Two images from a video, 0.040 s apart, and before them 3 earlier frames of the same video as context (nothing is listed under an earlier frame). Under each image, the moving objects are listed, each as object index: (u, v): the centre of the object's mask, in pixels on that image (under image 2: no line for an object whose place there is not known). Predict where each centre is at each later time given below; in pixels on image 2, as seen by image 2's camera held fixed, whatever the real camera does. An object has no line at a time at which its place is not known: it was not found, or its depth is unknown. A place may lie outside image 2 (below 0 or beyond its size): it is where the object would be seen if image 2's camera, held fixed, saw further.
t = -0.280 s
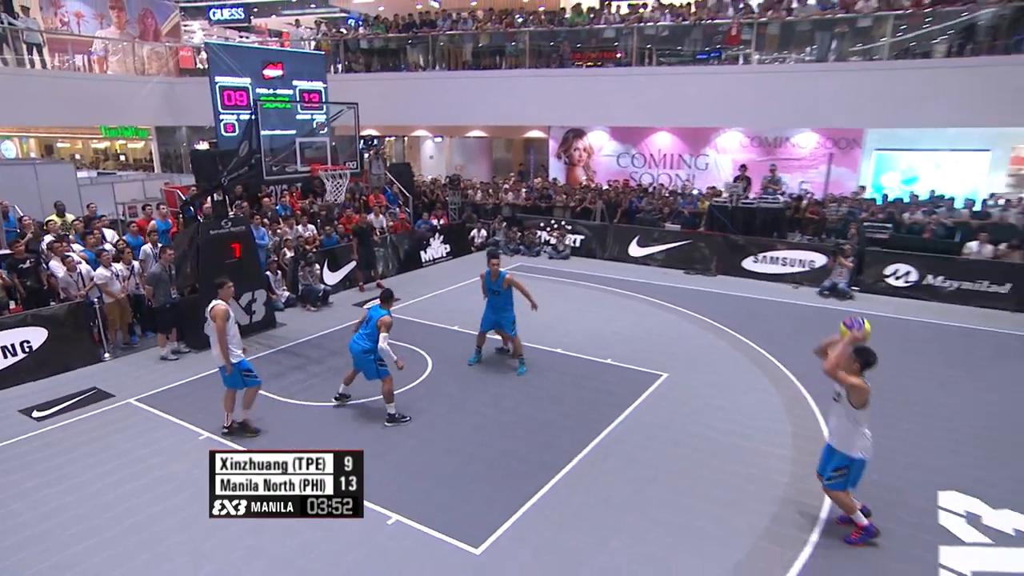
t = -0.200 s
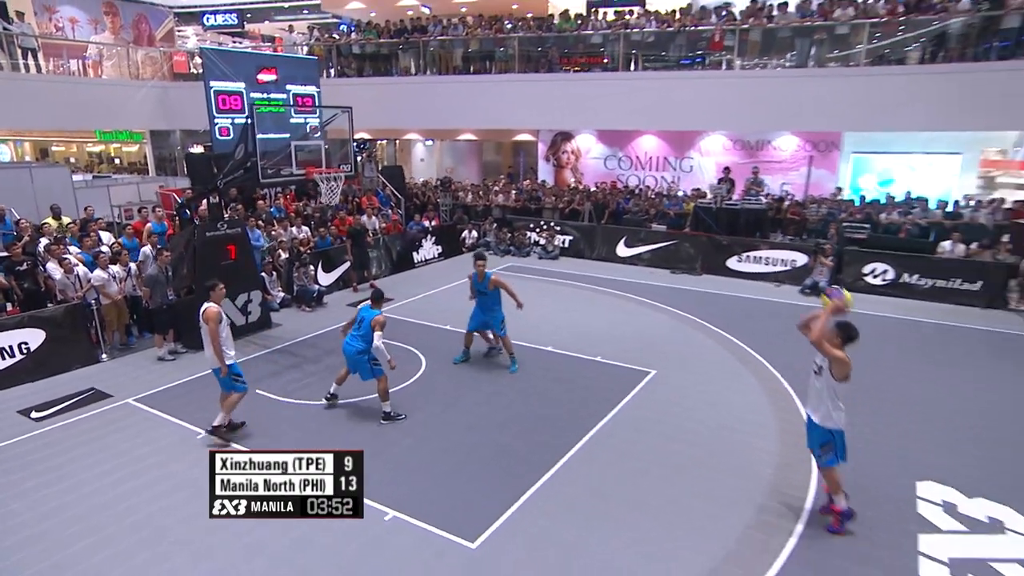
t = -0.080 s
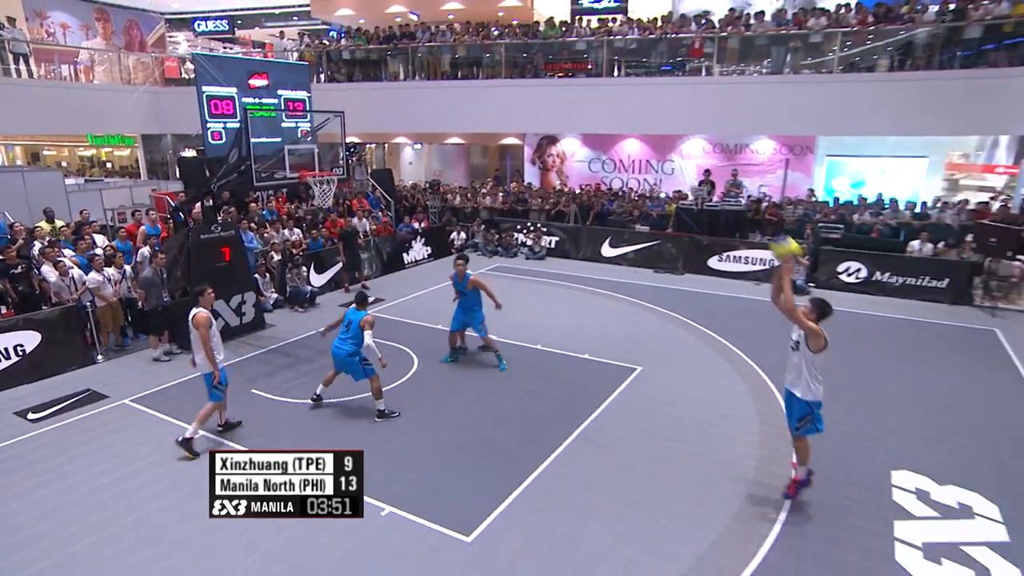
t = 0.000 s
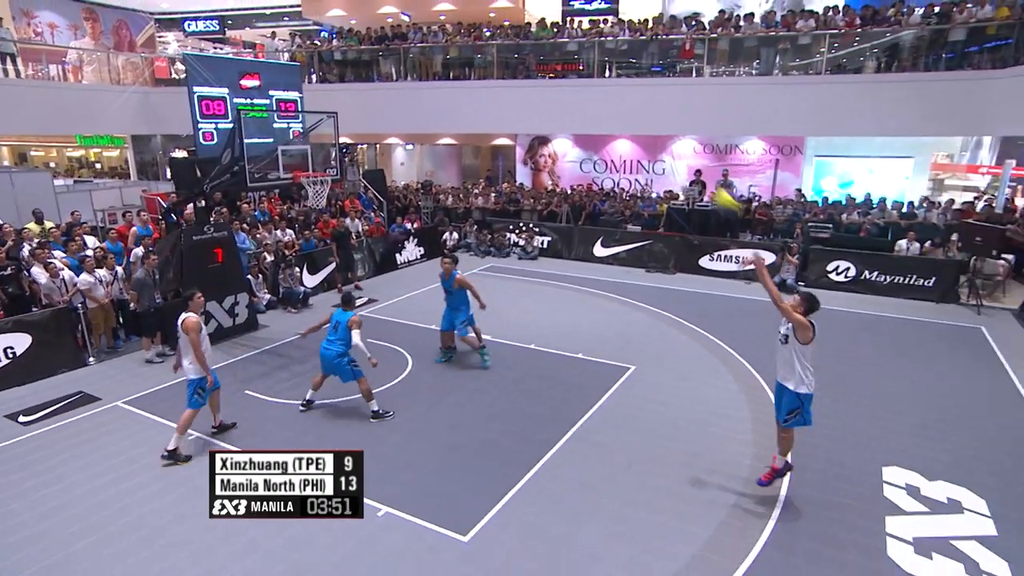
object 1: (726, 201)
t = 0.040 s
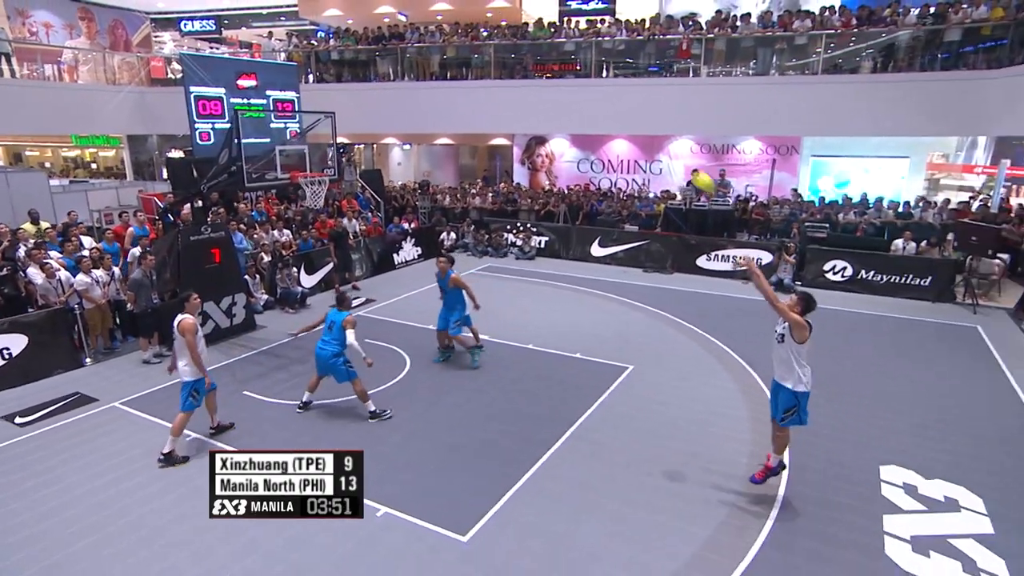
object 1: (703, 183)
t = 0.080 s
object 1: (684, 170)
